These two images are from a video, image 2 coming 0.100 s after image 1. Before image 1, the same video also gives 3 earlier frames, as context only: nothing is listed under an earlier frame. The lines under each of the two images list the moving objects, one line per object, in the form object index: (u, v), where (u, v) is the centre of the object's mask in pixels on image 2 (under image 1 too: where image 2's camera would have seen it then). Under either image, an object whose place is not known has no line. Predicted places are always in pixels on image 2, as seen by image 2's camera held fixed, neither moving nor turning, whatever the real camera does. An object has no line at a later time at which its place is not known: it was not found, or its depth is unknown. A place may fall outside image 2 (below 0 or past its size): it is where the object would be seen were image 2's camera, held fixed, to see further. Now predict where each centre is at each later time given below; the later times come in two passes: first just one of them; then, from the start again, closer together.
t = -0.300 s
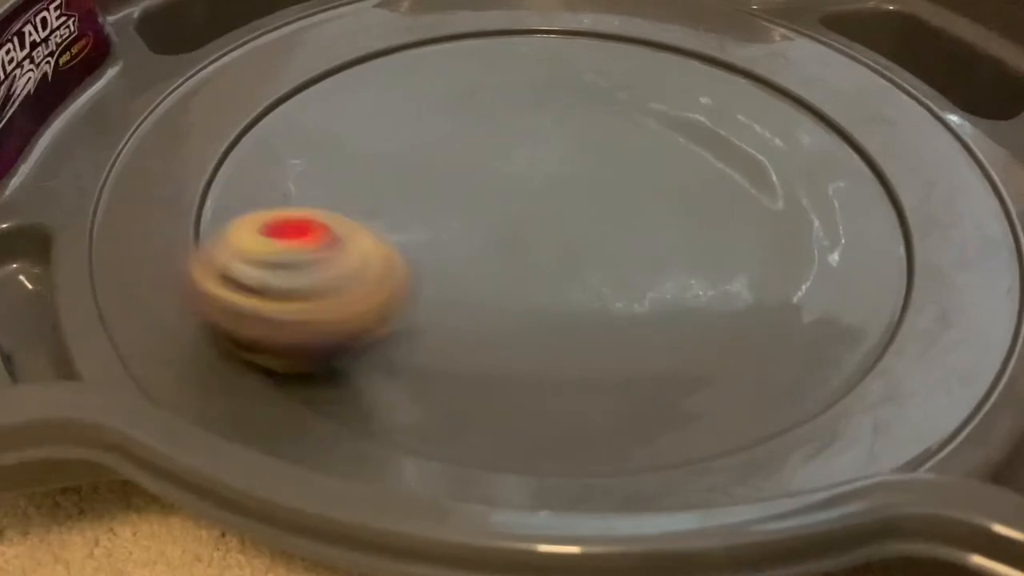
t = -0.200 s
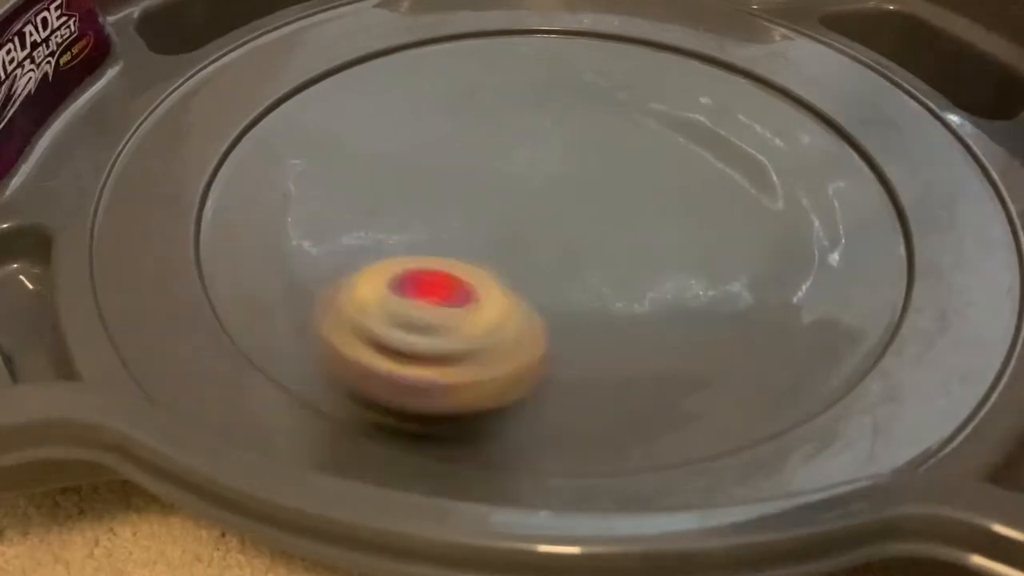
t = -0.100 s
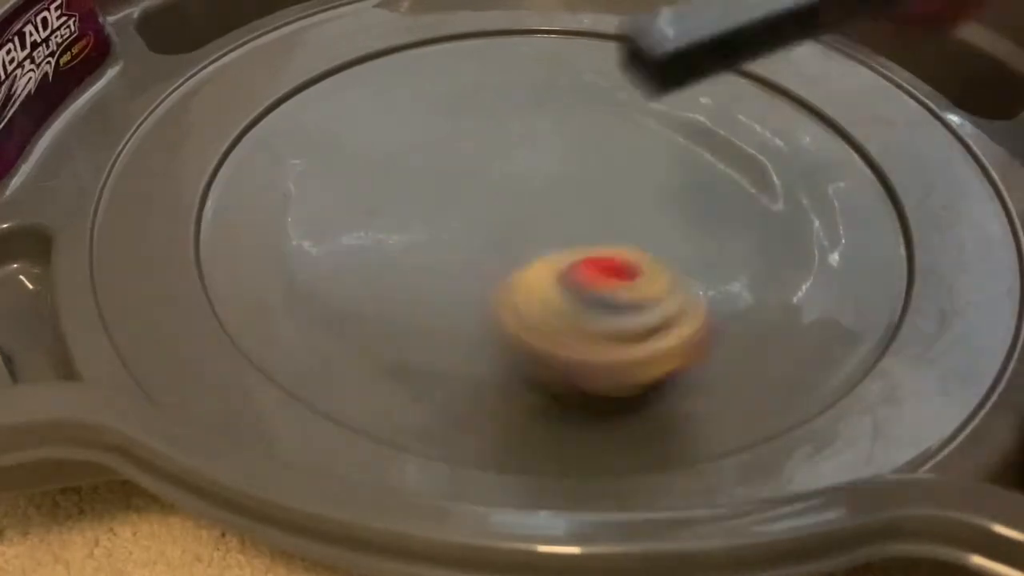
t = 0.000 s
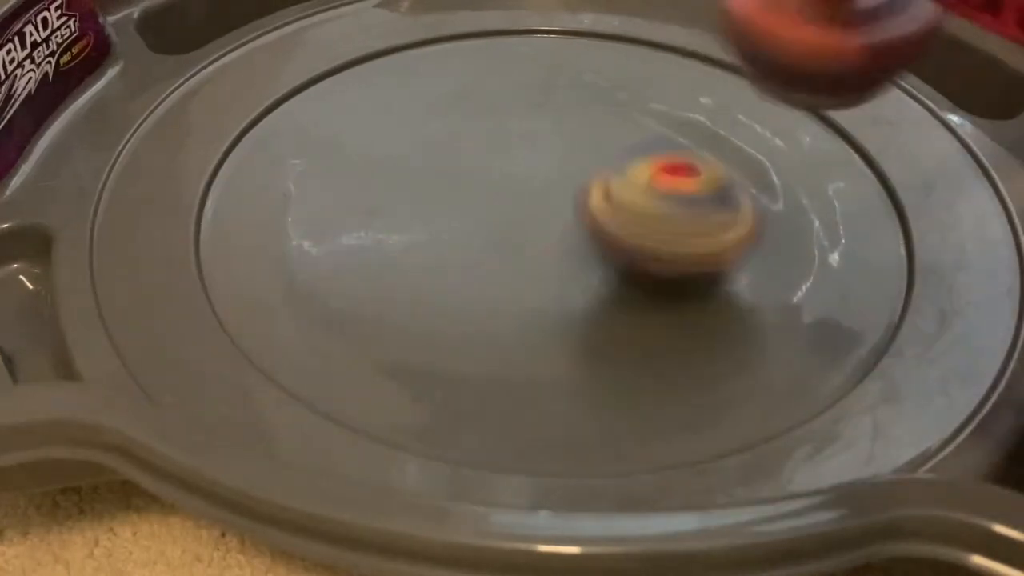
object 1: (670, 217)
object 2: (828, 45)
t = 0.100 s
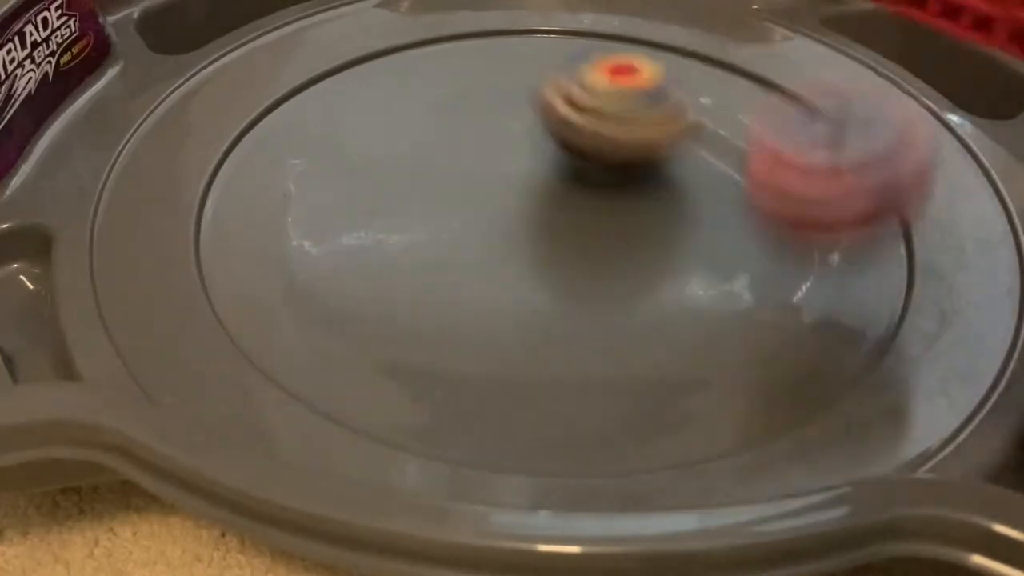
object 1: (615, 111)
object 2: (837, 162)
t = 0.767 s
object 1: (95, 227)
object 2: (974, 155)
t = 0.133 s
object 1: (581, 83)
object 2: (817, 215)
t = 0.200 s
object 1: (508, 46)
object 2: (773, 176)
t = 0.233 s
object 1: (471, 36)
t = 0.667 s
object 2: (739, 220)
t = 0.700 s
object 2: (886, 199)
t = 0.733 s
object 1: (108, 231)
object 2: (948, 167)
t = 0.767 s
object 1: (95, 227)
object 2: (974, 155)
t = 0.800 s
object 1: (87, 222)
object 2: (988, 132)
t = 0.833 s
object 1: (80, 218)
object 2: (994, 125)
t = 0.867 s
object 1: (73, 215)
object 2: (989, 104)
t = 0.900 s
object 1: (66, 200)
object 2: (979, 104)
